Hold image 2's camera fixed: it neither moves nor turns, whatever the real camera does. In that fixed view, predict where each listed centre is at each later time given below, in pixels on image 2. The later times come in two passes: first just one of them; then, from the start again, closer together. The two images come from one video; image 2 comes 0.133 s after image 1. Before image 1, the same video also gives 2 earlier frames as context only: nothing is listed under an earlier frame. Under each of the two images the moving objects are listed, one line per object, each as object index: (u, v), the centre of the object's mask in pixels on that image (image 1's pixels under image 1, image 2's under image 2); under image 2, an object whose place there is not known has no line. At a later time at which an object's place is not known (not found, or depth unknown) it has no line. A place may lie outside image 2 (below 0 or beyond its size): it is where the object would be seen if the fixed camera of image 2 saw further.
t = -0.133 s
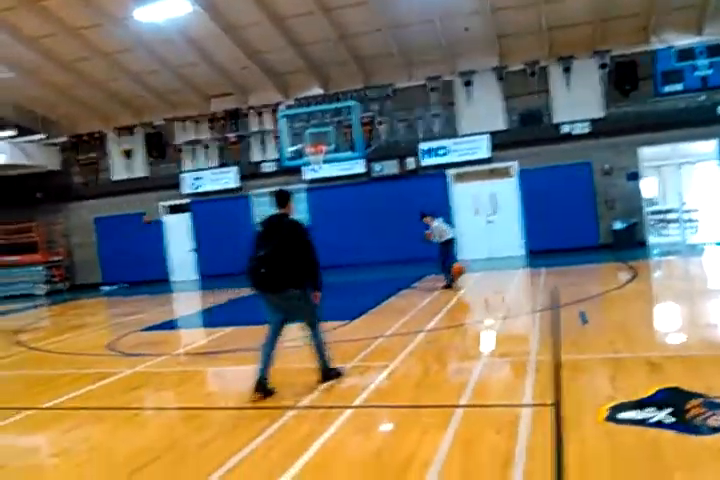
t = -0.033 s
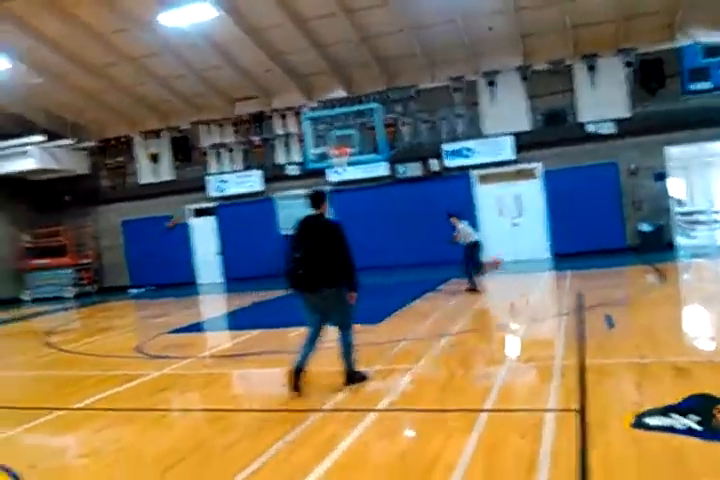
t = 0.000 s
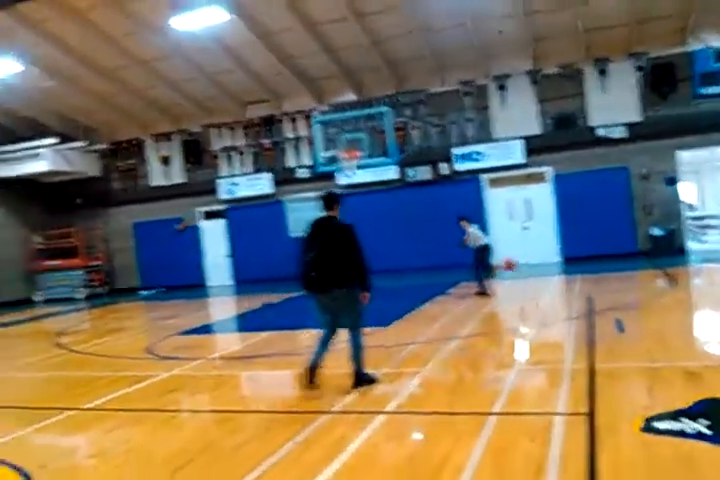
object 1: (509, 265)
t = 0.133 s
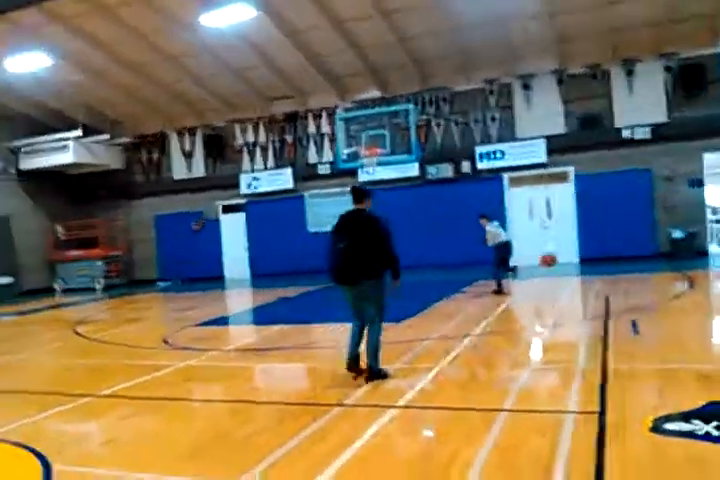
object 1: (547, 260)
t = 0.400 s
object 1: (608, 289)
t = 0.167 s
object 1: (554, 261)
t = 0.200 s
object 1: (561, 260)
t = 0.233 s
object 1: (568, 262)
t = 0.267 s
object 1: (576, 265)
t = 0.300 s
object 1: (584, 268)
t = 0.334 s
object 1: (590, 275)
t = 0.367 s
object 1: (597, 281)
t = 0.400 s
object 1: (608, 289)
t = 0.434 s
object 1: (617, 296)
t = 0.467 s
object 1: (628, 309)
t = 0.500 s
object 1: (639, 321)
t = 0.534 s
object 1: (647, 321)
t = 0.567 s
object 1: (654, 313)
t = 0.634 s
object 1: (668, 307)
